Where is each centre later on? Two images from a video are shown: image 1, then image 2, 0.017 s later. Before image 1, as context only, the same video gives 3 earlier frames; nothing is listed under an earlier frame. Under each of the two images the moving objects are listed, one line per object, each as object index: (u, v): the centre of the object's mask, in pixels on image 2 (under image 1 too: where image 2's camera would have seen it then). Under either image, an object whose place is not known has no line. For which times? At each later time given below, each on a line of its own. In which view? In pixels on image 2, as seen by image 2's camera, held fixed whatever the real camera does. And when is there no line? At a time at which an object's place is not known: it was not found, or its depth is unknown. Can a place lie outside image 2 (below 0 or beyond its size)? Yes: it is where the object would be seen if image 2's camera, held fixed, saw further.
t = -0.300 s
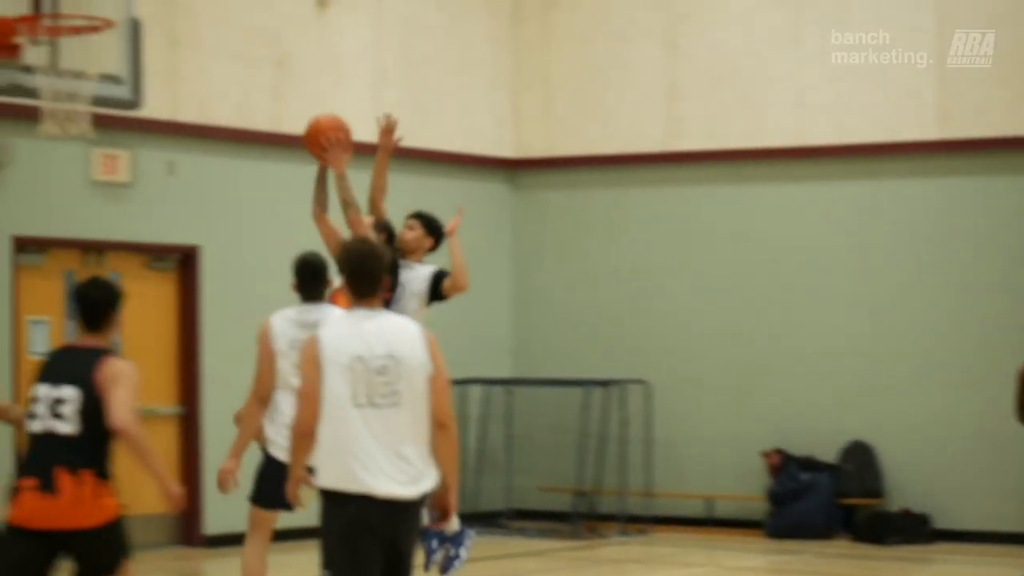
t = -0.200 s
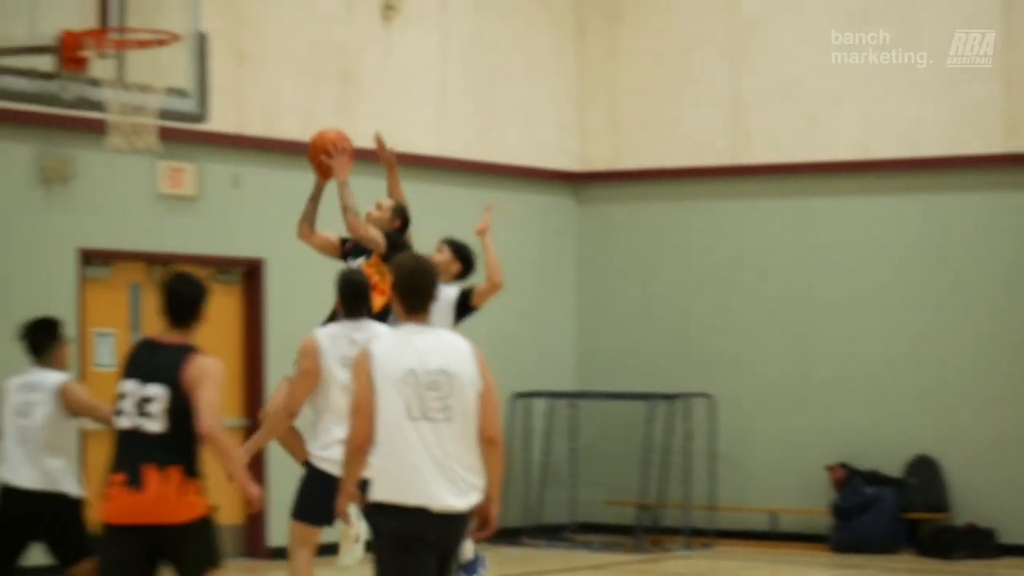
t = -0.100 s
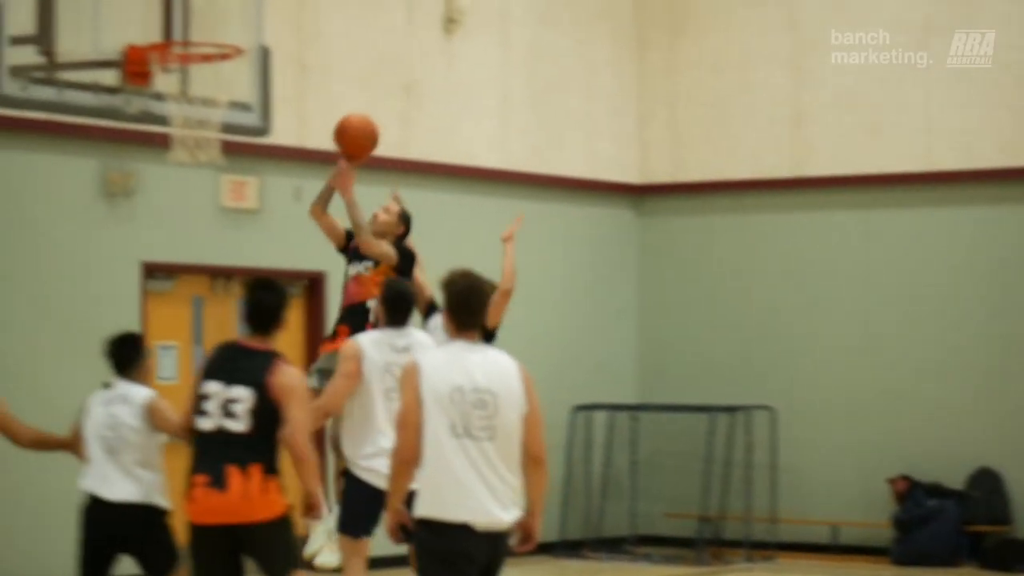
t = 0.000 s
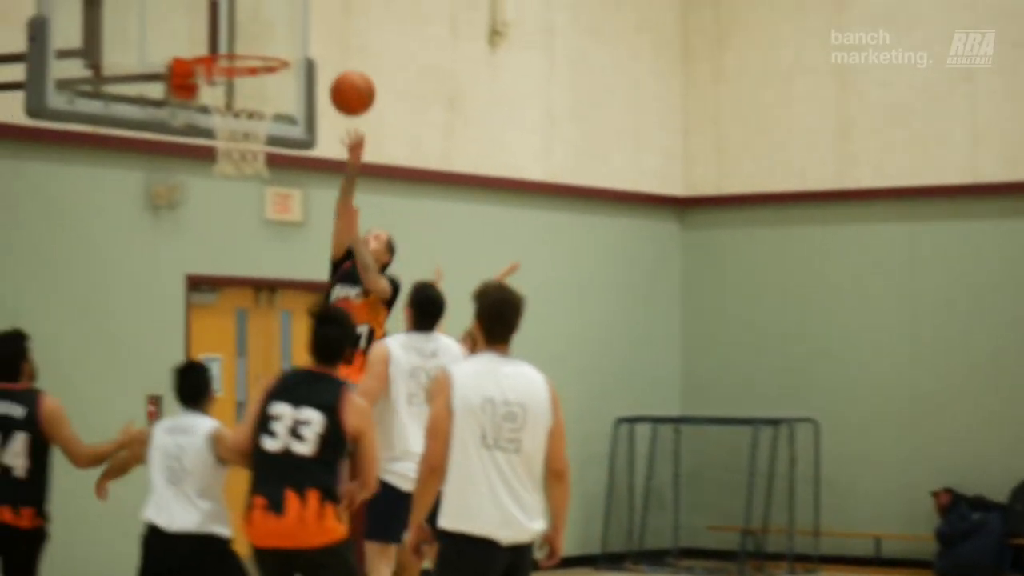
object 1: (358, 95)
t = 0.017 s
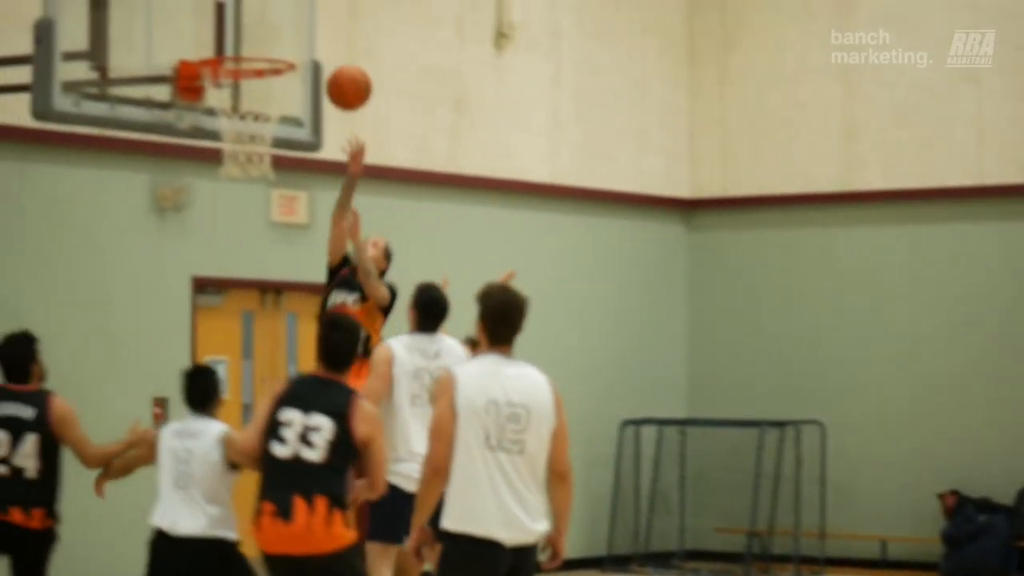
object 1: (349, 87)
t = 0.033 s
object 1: (339, 81)
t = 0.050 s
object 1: (330, 74)
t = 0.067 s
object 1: (320, 68)
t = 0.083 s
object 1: (311, 63)
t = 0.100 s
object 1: (301, 57)
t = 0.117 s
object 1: (291, 52)
